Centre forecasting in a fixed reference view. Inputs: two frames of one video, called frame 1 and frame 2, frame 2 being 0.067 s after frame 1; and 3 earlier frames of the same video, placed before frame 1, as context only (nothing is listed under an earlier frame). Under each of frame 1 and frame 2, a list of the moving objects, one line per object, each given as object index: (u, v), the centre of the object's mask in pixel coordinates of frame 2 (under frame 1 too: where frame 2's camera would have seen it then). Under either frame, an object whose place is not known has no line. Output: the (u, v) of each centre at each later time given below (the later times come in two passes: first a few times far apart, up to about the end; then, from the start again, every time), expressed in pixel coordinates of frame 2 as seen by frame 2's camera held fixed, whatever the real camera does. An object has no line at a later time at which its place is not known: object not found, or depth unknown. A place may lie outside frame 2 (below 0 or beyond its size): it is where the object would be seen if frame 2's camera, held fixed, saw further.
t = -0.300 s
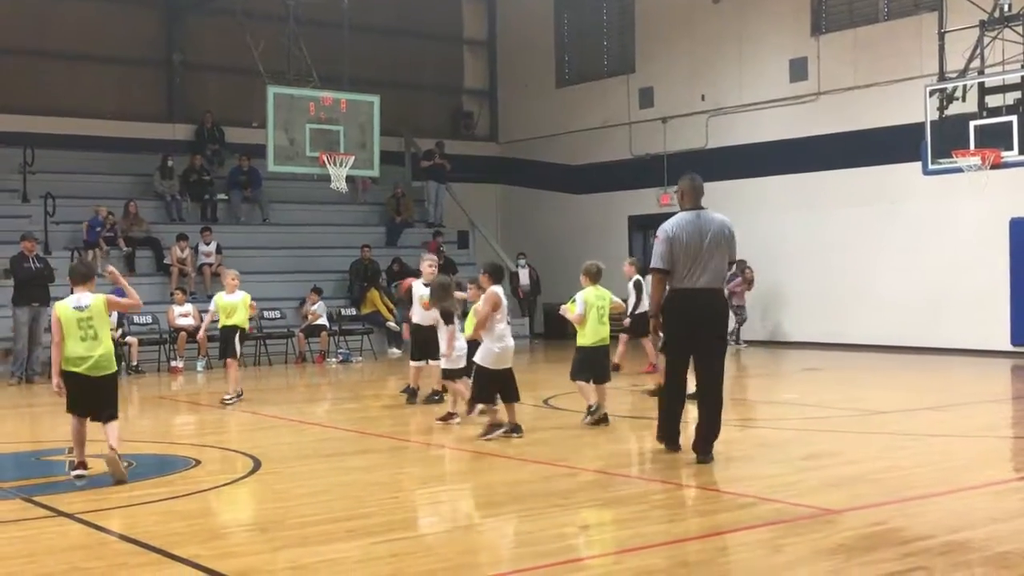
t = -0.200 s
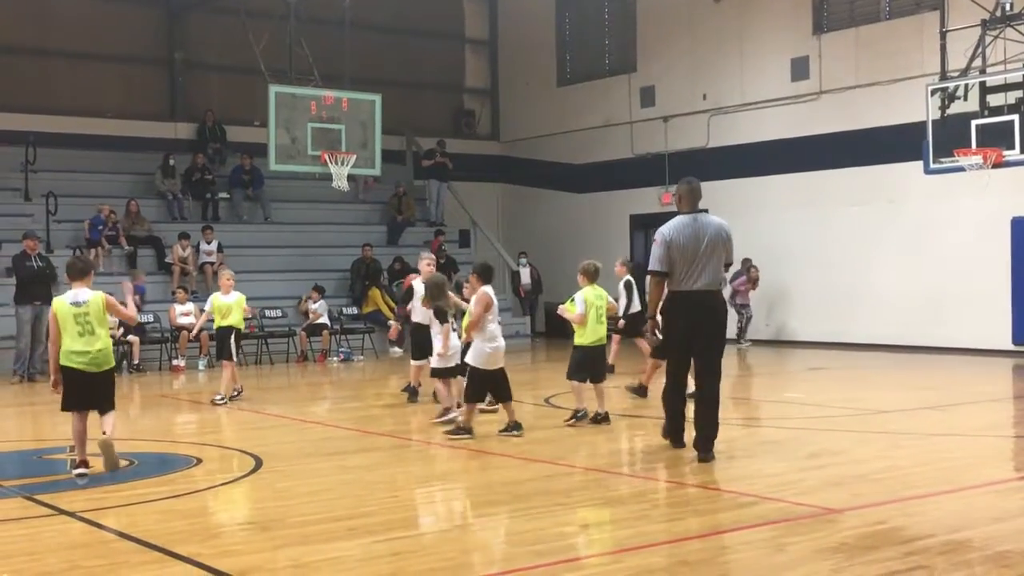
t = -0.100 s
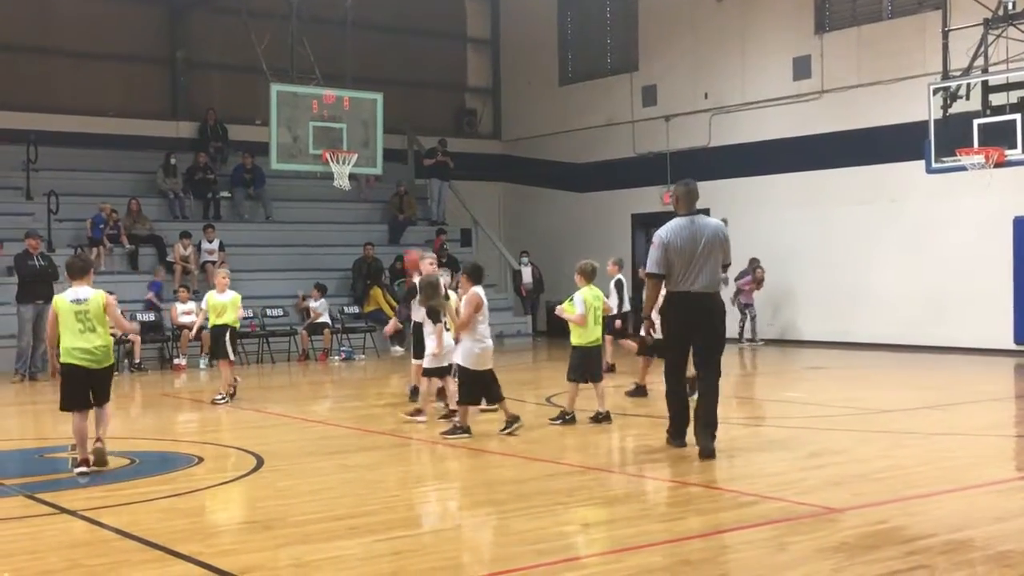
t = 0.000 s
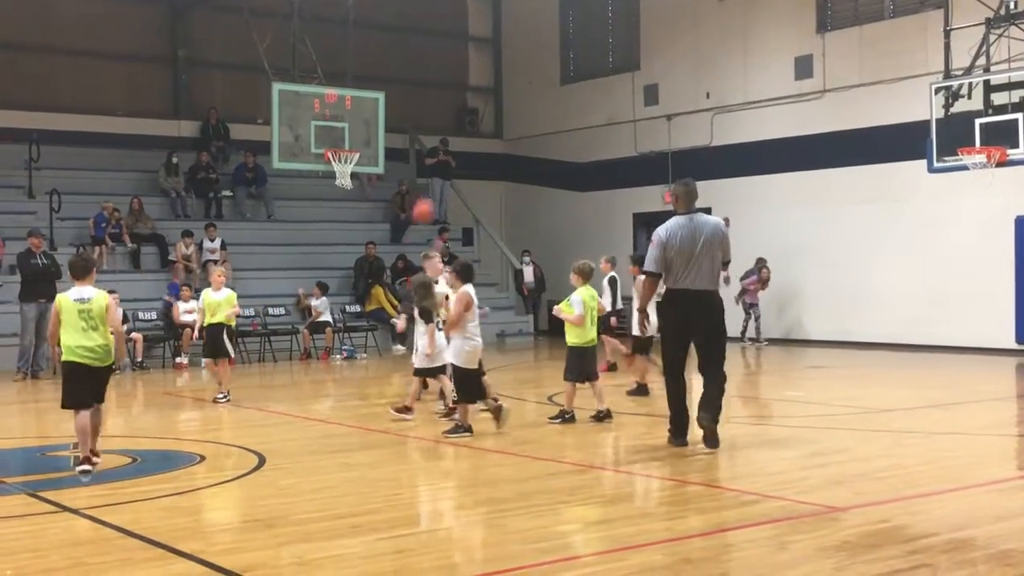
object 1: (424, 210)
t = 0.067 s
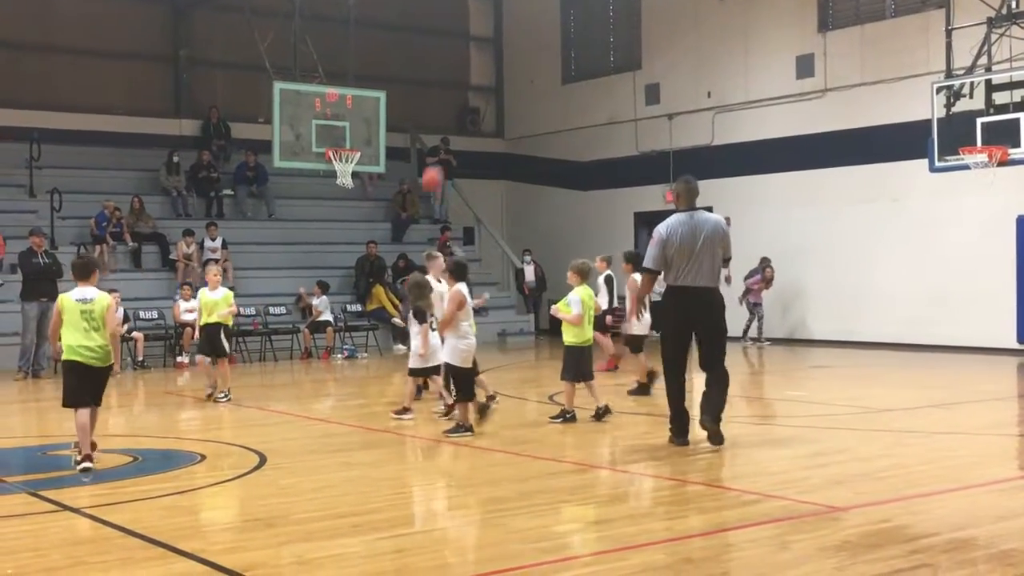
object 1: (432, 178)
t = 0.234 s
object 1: (454, 115)
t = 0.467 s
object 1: (489, 65)
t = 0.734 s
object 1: (535, 76)
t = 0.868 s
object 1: (561, 116)
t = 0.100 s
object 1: (436, 165)
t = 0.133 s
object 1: (440, 151)
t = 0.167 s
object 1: (445, 138)
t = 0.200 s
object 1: (449, 126)
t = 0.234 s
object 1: (454, 115)
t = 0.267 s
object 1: (458, 105)
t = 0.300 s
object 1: (464, 95)
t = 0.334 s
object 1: (469, 88)
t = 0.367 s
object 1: (473, 79)
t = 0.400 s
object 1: (478, 72)
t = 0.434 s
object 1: (483, 68)
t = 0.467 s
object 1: (489, 65)
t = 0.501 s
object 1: (494, 63)
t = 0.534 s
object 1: (499, 61)
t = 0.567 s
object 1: (505, 61)
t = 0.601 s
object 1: (511, 62)
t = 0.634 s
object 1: (517, 64)
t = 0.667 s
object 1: (523, 68)
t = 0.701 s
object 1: (530, 71)
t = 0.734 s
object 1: (535, 76)
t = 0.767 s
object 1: (541, 86)
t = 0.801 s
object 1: (548, 93)
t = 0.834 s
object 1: (554, 104)
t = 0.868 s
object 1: (561, 116)
